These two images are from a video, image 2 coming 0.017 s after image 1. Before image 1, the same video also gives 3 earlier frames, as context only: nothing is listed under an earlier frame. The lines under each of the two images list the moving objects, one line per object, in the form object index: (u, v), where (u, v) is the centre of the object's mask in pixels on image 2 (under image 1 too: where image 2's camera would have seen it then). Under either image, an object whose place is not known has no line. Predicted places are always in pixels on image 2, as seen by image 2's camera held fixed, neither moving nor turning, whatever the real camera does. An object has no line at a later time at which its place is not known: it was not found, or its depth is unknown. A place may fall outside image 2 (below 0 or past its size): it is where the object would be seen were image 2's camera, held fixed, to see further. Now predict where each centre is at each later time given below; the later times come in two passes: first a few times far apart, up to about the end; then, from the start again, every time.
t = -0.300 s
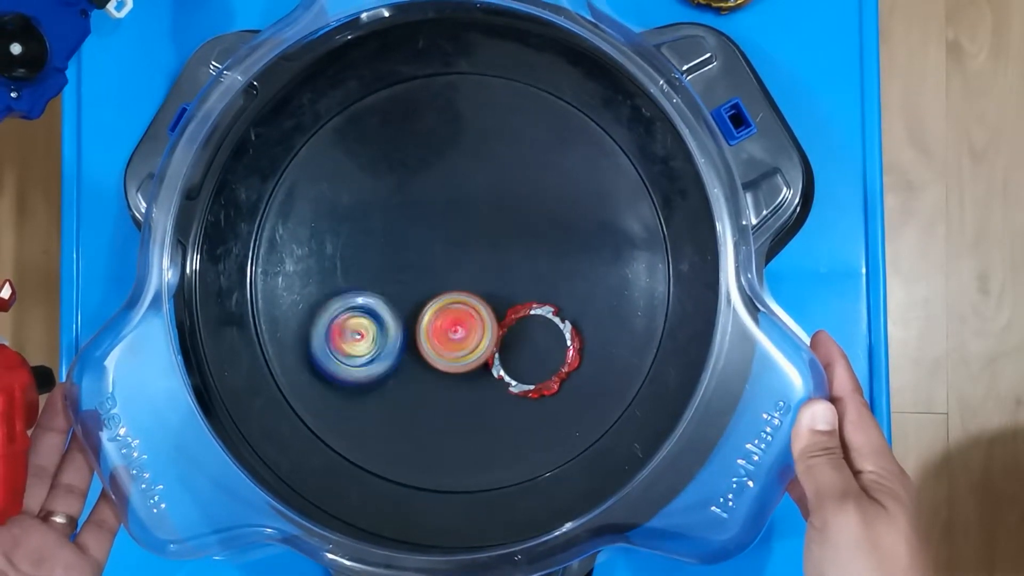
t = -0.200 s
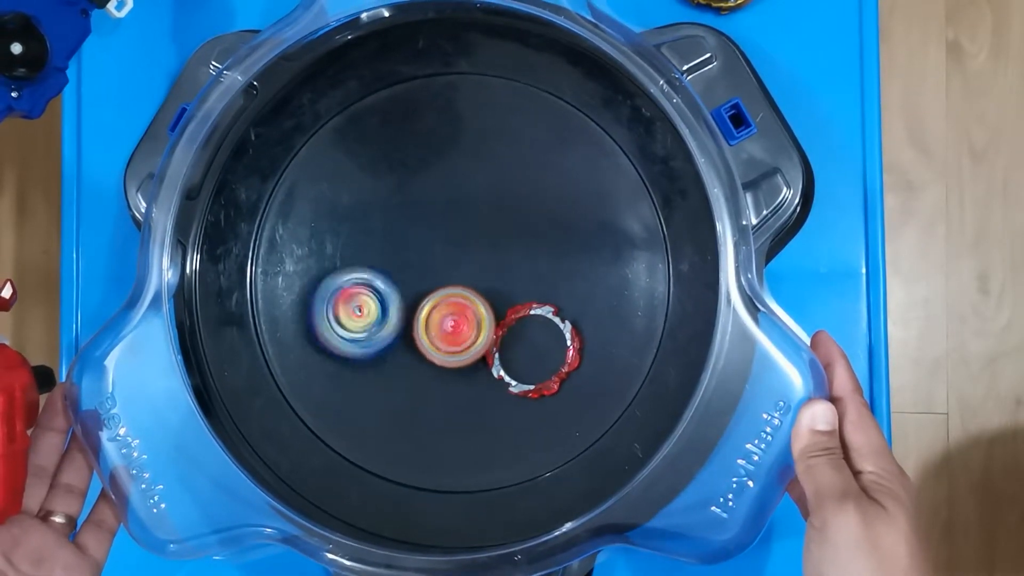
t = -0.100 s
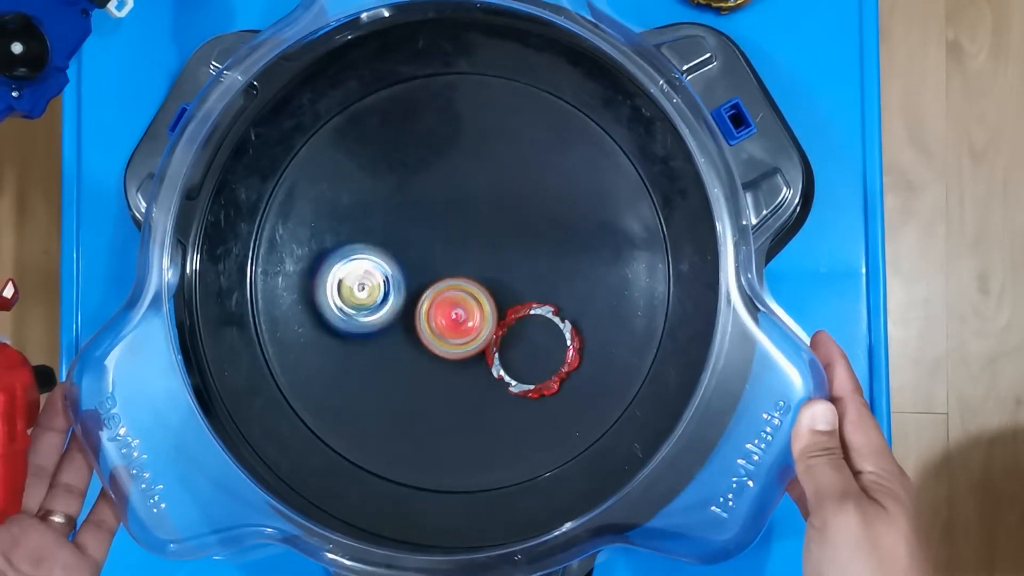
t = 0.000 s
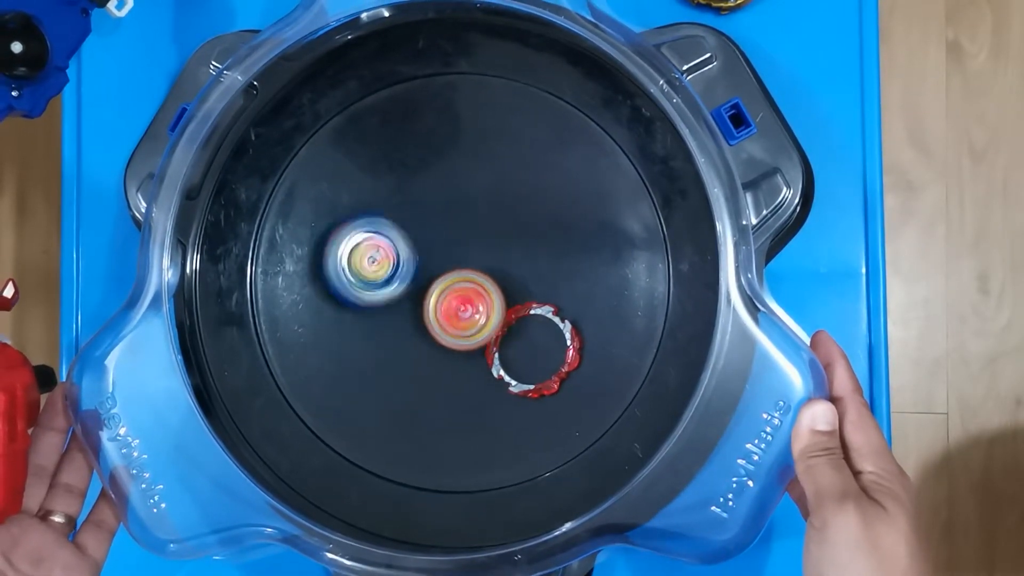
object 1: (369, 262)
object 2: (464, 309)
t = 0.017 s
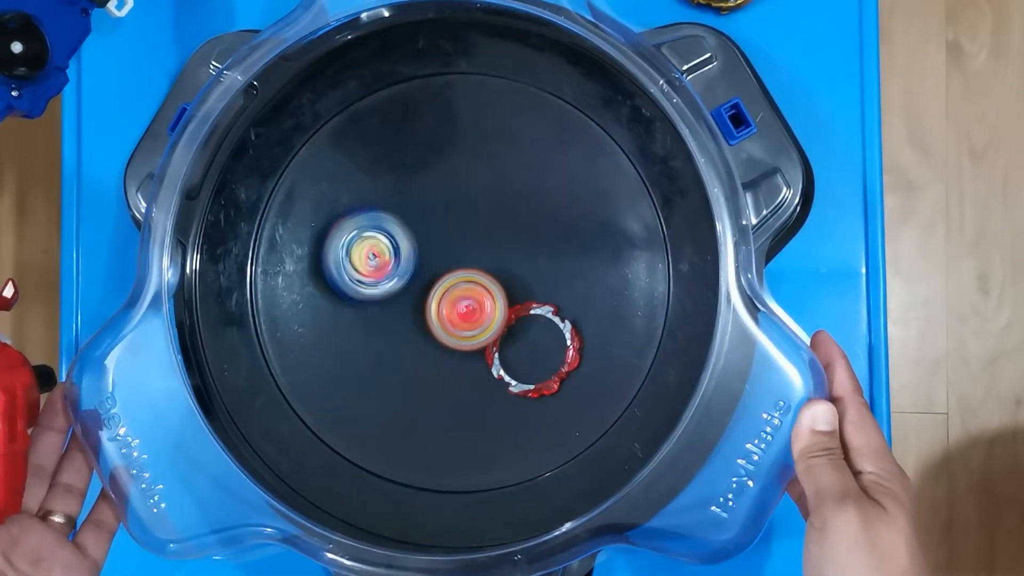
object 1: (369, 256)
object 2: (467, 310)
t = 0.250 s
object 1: (411, 221)
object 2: (483, 284)
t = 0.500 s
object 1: (456, 216)
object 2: (507, 292)
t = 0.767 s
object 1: (474, 222)
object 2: (523, 332)
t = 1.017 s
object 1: (473, 251)
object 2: (508, 345)
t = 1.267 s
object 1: (439, 261)
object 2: (474, 343)
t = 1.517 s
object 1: (431, 238)
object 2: (441, 328)
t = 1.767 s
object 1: (457, 213)
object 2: (425, 297)
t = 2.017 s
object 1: (522, 204)
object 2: (400, 317)
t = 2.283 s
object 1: (505, 298)
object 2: (424, 312)
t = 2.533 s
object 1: (571, 424)
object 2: (392, 273)
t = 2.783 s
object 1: (523, 382)
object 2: (421, 257)
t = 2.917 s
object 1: (485, 337)
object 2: (447, 261)
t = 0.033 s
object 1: (370, 251)
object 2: (470, 310)
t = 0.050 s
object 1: (371, 247)
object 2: (471, 308)
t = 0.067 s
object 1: (374, 243)
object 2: (473, 307)
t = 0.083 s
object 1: (376, 240)
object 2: (474, 305)
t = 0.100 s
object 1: (378, 237)
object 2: (476, 303)
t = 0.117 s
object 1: (381, 234)
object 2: (477, 301)
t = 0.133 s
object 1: (384, 233)
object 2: (478, 299)
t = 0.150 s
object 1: (387, 230)
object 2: (479, 296)
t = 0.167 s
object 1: (391, 227)
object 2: (479, 294)
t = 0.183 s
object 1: (395, 226)
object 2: (481, 292)
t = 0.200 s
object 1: (398, 224)
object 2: (481, 290)
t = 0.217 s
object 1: (403, 223)
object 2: (482, 288)
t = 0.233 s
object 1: (407, 222)
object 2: (482, 286)
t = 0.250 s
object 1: (411, 221)
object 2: (483, 284)
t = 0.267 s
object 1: (415, 220)
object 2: (484, 282)
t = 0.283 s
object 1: (418, 218)
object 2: (486, 284)
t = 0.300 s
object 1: (420, 215)
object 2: (490, 286)
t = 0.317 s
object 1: (422, 213)
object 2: (491, 287)
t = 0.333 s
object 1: (425, 212)
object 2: (493, 288)
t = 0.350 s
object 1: (428, 211)
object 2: (495, 288)
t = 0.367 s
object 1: (430, 210)
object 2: (497, 288)
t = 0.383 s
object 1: (433, 210)
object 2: (497, 288)
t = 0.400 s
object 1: (437, 211)
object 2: (499, 288)
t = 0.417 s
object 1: (440, 211)
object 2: (500, 288)
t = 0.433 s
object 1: (444, 212)
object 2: (501, 288)
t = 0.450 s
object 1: (448, 214)
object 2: (502, 288)
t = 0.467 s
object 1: (450, 214)
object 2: (503, 289)
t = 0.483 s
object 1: (453, 215)
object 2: (505, 290)
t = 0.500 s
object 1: (456, 216)
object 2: (507, 292)
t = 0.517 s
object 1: (457, 210)
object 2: (510, 298)
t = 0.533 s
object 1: (457, 206)
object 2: (512, 304)
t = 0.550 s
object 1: (456, 200)
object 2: (515, 311)
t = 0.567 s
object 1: (457, 198)
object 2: (517, 315)
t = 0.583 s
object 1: (458, 196)
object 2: (519, 318)
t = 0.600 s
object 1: (458, 195)
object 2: (520, 319)
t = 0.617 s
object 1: (460, 196)
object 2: (521, 322)
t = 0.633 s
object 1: (462, 197)
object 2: (522, 323)
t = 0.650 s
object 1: (464, 200)
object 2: (523, 325)
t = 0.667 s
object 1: (464, 202)
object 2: (524, 325)
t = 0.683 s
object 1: (466, 204)
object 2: (524, 327)
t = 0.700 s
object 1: (469, 208)
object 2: (524, 328)
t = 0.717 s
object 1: (469, 212)
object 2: (525, 330)
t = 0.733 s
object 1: (471, 215)
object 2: (524, 330)
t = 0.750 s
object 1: (473, 218)
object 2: (524, 332)
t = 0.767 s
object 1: (474, 222)
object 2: (523, 332)
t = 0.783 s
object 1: (475, 225)
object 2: (523, 333)
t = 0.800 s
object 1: (476, 228)
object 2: (522, 334)
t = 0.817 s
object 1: (477, 233)
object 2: (522, 335)
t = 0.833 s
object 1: (477, 236)
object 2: (520, 335)
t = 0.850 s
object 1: (478, 240)
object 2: (520, 335)
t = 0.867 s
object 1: (479, 244)
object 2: (518, 335)
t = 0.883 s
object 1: (479, 247)
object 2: (517, 336)
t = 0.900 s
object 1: (479, 250)
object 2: (515, 336)
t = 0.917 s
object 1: (480, 254)
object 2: (514, 336)
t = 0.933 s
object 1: (479, 255)
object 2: (512, 337)
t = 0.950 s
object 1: (479, 256)
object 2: (510, 340)
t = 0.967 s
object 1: (477, 256)
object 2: (510, 339)
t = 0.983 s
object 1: (477, 257)
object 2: (510, 338)
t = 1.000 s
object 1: (475, 254)
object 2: (509, 341)
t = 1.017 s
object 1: (473, 251)
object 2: (508, 345)
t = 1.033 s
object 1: (471, 250)
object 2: (505, 348)
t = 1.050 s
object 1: (469, 249)
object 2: (504, 348)
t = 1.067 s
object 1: (466, 248)
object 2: (502, 349)
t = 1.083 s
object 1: (464, 249)
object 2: (500, 349)
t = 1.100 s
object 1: (462, 249)
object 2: (498, 350)
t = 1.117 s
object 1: (460, 250)
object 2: (496, 350)
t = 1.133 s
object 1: (457, 250)
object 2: (494, 350)
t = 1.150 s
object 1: (455, 251)
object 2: (491, 350)
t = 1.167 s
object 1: (453, 252)
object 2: (490, 350)
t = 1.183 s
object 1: (450, 254)
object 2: (486, 349)
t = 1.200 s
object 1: (448, 255)
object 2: (484, 348)
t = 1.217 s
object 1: (446, 256)
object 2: (481, 347)
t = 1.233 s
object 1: (444, 258)
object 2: (480, 346)
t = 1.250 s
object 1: (441, 259)
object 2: (476, 345)
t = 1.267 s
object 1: (439, 261)
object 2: (474, 343)
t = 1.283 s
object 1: (439, 261)
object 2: (471, 342)
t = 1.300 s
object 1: (438, 259)
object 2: (469, 344)
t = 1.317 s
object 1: (436, 255)
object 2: (466, 346)
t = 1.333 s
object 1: (436, 253)
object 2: (464, 348)
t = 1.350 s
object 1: (436, 252)
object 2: (461, 347)
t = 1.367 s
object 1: (435, 251)
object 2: (458, 346)
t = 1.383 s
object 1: (434, 249)
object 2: (456, 345)
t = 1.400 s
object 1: (433, 248)
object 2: (454, 344)
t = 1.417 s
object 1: (433, 247)
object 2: (452, 342)
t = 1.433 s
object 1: (432, 245)
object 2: (450, 340)
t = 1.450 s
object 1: (431, 243)
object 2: (448, 338)
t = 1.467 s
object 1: (431, 242)
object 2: (446, 336)
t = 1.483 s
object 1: (431, 241)
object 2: (444, 333)
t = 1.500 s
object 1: (431, 240)
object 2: (443, 331)
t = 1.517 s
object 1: (431, 238)
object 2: (441, 328)
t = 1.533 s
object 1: (431, 235)
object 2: (440, 326)
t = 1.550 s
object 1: (433, 233)
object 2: (438, 324)
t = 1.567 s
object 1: (435, 231)
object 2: (437, 322)
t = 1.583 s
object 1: (435, 227)
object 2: (435, 320)
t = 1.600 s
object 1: (437, 225)
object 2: (434, 319)
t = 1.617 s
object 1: (438, 224)
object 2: (432, 316)
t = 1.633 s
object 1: (439, 223)
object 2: (431, 313)
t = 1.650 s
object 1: (440, 222)
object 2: (430, 311)
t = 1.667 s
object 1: (443, 218)
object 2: (429, 309)
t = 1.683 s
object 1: (446, 216)
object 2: (427, 308)
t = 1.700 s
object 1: (448, 215)
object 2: (426, 306)
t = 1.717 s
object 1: (450, 215)
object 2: (425, 303)
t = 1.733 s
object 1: (452, 213)
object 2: (425, 301)
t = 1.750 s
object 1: (454, 213)
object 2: (425, 299)
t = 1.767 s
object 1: (457, 213)
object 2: (425, 297)
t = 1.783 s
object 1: (461, 211)
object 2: (425, 296)
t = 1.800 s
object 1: (463, 210)
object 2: (426, 293)
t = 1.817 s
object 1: (466, 210)
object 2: (426, 292)
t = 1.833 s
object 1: (471, 210)
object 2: (426, 290)
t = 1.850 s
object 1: (479, 204)
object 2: (419, 296)
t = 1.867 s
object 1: (486, 199)
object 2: (413, 301)
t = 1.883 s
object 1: (494, 194)
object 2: (407, 306)
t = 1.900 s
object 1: (501, 192)
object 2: (402, 310)
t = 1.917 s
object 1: (506, 191)
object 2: (400, 312)
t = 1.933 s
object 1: (511, 192)
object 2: (398, 313)
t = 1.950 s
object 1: (513, 192)
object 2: (398, 313)
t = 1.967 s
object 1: (516, 193)
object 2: (399, 314)
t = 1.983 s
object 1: (519, 196)
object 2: (399, 315)
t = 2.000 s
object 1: (519, 198)
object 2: (399, 315)
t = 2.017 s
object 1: (522, 204)
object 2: (400, 317)
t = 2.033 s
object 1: (524, 207)
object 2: (402, 317)
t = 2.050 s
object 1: (524, 212)
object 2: (402, 317)
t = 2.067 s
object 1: (524, 216)
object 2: (404, 317)
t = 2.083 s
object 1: (523, 221)
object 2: (405, 317)
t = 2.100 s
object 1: (524, 225)
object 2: (406, 317)
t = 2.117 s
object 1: (523, 229)
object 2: (408, 316)
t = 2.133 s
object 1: (521, 237)
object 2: (410, 317)
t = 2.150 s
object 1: (520, 243)
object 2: (412, 316)
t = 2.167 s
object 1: (518, 247)
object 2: (414, 316)
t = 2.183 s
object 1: (517, 254)
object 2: (415, 316)
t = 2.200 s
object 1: (515, 261)
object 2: (417, 315)
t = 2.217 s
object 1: (511, 269)
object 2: (419, 315)
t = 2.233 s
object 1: (509, 276)
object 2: (421, 314)
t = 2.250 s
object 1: (505, 282)
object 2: (424, 314)
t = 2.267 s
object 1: (505, 290)
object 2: (424, 314)
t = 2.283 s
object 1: (505, 298)
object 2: (424, 312)
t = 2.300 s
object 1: (510, 313)
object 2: (417, 307)
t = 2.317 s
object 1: (516, 326)
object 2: (409, 301)
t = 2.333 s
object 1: (523, 340)
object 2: (405, 297)
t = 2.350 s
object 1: (530, 354)
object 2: (400, 293)
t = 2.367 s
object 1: (536, 365)
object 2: (398, 289)
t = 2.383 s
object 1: (542, 377)
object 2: (396, 288)
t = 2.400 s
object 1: (548, 389)
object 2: (395, 286)
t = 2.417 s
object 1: (552, 396)
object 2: (394, 284)
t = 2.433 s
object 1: (558, 405)
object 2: (393, 283)
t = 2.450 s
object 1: (562, 412)
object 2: (392, 281)
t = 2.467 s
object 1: (565, 420)
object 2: (392, 279)
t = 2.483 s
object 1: (568, 423)
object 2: (391, 278)
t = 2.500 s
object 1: (570, 424)
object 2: (391, 276)
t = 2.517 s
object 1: (571, 424)
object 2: (392, 275)
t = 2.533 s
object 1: (571, 424)
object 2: (392, 273)
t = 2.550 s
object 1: (569, 424)
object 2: (392, 271)
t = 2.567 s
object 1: (568, 421)
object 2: (394, 270)
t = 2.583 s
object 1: (565, 418)
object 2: (394, 269)
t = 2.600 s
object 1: (563, 415)
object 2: (396, 267)
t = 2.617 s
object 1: (560, 410)
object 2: (398, 266)
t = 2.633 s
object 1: (557, 406)
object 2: (399, 264)
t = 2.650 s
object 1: (554, 403)
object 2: (401, 263)
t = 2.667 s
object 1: (551, 399)
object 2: (403, 262)
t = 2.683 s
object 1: (547, 397)
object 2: (405, 261)
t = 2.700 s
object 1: (544, 394)
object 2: (408, 260)
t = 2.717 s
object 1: (540, 393)
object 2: (410, 259)
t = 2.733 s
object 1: (535, 390)
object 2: (412, 258)
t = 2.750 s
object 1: (531, 388)
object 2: (416, 257)
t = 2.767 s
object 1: (527, 386)
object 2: (418, 257)
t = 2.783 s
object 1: (523, 382)
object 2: (421, 257)
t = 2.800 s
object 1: (520, 377)
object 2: (425, 257)
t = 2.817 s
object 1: (516, 371)
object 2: (427, 257)
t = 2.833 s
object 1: (511, 366)
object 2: (430, 257)
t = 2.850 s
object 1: (507, 359)
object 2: (434, 257)
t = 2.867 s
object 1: (501, 353)
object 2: (437, 258)
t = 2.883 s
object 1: (496, 347)
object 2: (441, 258)
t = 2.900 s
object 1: (491, 341)
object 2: (444, 260)
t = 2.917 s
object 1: (485, 337)
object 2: (447, 261)
